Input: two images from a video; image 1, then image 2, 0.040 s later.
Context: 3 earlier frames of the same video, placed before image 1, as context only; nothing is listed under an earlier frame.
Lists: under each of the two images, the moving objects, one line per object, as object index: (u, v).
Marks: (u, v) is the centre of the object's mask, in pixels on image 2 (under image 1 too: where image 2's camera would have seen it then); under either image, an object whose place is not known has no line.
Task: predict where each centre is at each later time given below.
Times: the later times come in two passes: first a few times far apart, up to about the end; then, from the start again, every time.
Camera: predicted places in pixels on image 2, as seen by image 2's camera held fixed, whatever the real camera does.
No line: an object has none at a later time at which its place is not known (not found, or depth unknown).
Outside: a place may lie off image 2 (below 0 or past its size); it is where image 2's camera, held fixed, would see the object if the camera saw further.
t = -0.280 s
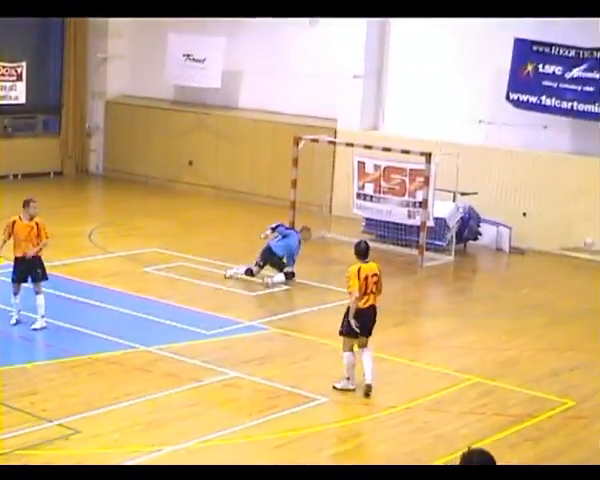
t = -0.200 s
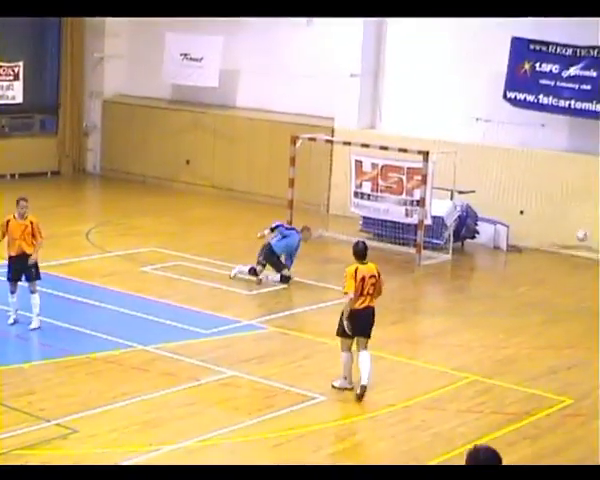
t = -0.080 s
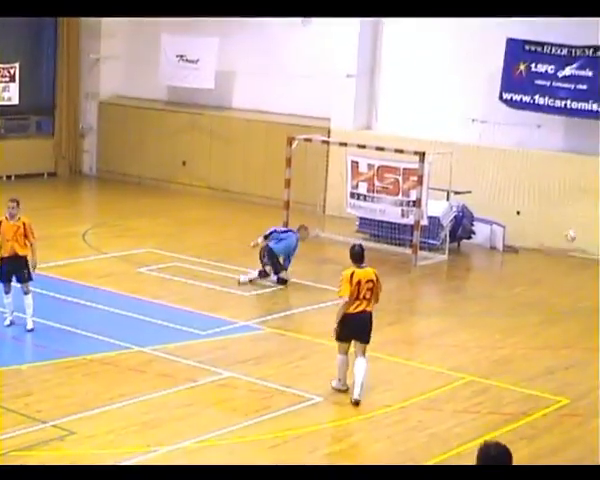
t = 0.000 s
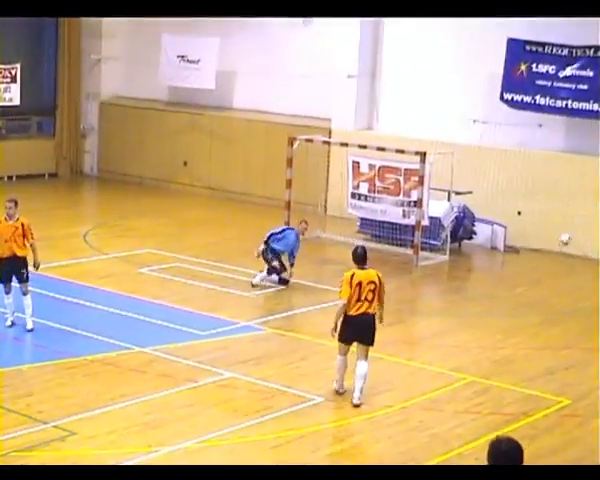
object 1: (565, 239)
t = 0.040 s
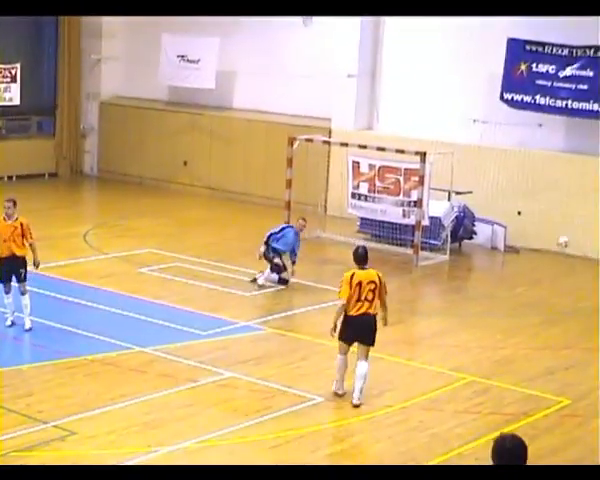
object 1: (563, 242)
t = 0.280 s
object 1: (543, 281)
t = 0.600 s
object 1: (526, 303)
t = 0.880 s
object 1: (516, 324)
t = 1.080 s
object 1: (511, 338)
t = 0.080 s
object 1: (561, 245)
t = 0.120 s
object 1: (556, 251)
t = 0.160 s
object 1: (553, 257)
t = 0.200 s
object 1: (549, 264)
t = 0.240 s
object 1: (546, 272)
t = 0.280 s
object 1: (543, 281)
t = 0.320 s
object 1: (539, 291)
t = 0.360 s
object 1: (536, 301)
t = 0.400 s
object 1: (534, 298)
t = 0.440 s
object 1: (532, 297)
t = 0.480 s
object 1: (532, 297)
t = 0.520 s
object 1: (530, 297)
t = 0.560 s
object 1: (527, 299)
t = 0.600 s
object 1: (526, 303)
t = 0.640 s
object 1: (524, 307)
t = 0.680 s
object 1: (521, 311)
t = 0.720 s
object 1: (519, 319)
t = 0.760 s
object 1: (517, 324)
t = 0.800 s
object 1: (517, 325)
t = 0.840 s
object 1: (517, 322)
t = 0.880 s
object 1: (516, 324)
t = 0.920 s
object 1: (515, 326)
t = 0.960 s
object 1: (513, 330)
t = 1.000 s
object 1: (512, 336)
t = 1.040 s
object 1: (511, 336)
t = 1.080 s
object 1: (511, 338)
